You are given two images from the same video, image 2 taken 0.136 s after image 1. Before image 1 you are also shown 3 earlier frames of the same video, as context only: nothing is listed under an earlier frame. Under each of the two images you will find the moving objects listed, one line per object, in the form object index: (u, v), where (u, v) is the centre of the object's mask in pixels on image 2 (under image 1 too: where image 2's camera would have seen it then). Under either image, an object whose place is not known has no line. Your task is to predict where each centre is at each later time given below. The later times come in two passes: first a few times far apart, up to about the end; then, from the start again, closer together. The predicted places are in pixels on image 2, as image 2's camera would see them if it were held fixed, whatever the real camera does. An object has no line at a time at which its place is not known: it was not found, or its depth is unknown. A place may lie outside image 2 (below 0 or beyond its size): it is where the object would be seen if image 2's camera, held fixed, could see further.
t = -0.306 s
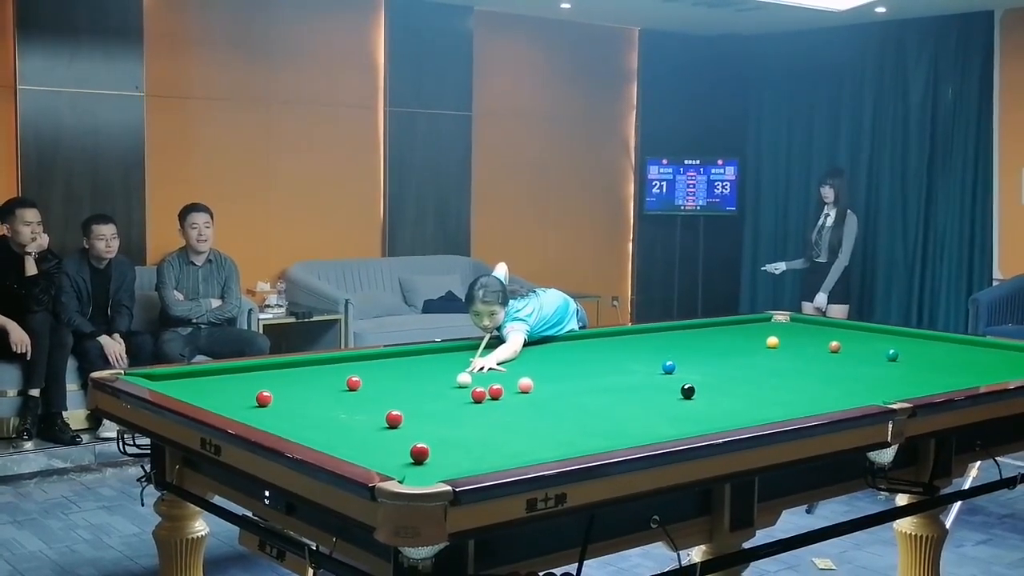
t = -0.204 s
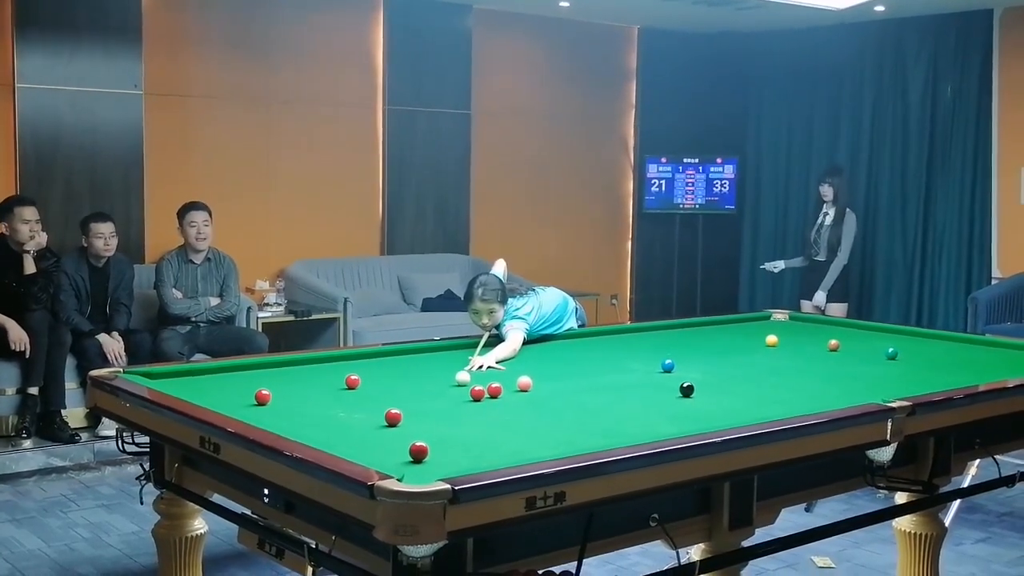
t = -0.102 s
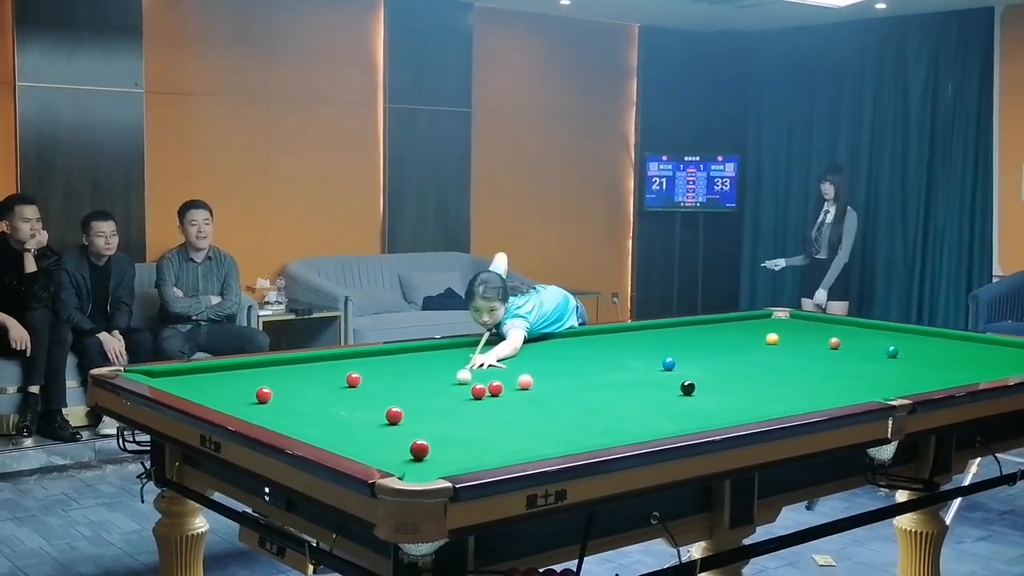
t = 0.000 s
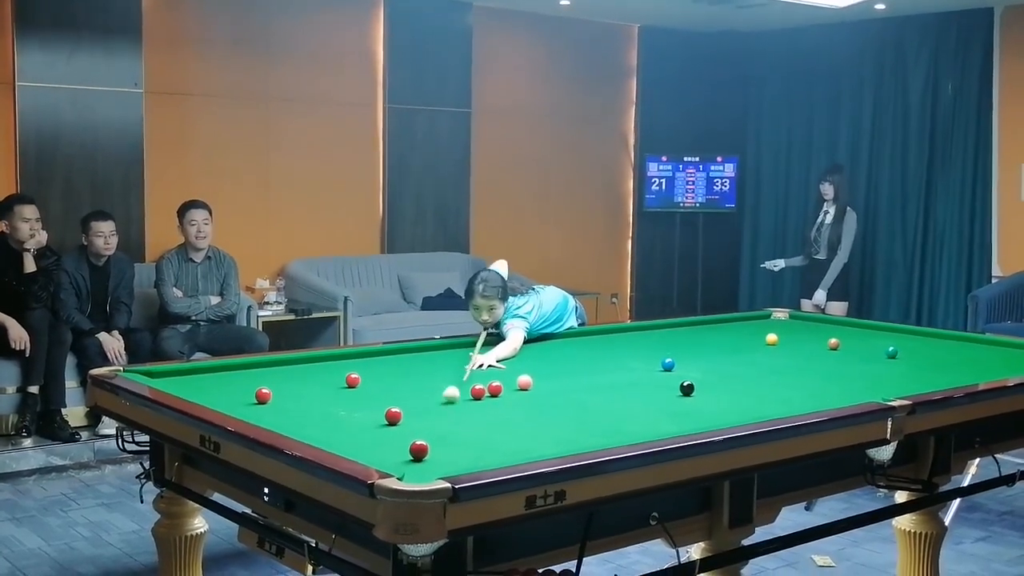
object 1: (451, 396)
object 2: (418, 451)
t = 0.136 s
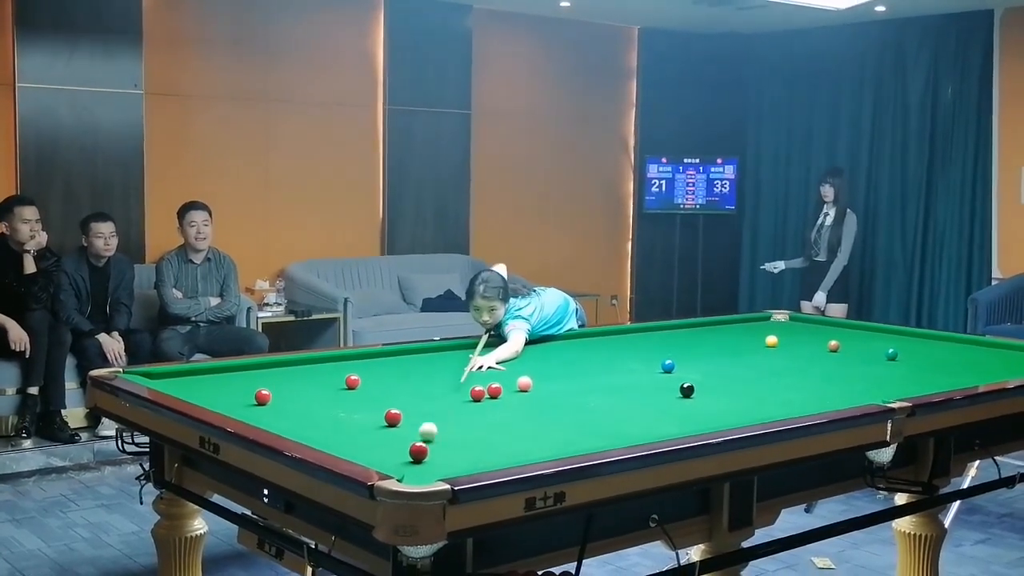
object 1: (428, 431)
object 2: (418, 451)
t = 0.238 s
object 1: (407, 448)
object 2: (417, 470)
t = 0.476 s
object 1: (382, 454)
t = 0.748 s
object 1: (459, 460)
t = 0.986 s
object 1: (496, 456)
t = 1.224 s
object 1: (503, 447)
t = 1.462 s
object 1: (509, 437)
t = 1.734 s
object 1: (515, 427)
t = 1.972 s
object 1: (521, 420)
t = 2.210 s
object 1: (525, 413)
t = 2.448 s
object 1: (530, 407)
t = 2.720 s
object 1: (535, 401)
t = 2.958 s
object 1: (539, 396)
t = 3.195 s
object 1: (542, 392)
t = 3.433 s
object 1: (545, 389)
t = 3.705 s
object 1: (547, 385)
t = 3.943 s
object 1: (549, 383)
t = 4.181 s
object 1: (550, 380)
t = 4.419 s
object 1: (552, 378)
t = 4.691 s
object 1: (554, 376)
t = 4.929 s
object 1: (554, 374)
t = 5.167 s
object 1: (555, 373)
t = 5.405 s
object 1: (556, 372)
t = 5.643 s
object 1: (556, 371)
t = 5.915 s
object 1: (557, 370)
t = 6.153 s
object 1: (557, 370)
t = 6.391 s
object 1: (557, 370)
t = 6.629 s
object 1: (558, 370)
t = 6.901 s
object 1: (558, 370)
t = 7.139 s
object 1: (558, 370)
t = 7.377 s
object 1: (558, 370)
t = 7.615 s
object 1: (558, 370)
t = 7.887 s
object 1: (557, 370)
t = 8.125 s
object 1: (557, 370)
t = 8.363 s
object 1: (557, 370)
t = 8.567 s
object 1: (557, 370)
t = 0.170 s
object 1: (421, 437)
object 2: (418, 451)
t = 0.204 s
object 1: (413, 445)
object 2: (418, 458)
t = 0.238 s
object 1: (407, 448)
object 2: (417, 470)
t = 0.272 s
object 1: (401, 449)
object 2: (417, 478)
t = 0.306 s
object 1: (394, 450)
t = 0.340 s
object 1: (387, 452)
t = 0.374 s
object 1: (380, 452)
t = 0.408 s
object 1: (374, 452)
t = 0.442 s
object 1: (371, 453)
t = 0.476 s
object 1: (382, 454)
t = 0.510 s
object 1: (393, 456)
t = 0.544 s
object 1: (403, 457)
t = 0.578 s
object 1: (413, 457)
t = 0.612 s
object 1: (422, 457)
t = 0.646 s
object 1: (431, 458)
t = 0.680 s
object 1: (440, 459)
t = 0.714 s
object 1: (450, 460)
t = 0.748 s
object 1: (459, 460)
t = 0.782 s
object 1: (468, 460)
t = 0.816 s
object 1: (477, 459)
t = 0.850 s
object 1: (486, 459)
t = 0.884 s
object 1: (494, 459)
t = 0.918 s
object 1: (494, 457)
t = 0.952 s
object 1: (495, 457)
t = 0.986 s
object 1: (496, 456)
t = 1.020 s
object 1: (497, 454)
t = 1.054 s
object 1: (498, 453)
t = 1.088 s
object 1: (499, 452)
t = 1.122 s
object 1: (500, 451)
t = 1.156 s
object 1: (501, 450)
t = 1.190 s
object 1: (502, 449)
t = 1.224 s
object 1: (503, 447)
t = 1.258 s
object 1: (504, 445)
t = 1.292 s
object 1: (505, 444)
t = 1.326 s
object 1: (506, 443)
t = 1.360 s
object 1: (506, 441)
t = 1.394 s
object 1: (507, 440)
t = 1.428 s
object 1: (508, 439)
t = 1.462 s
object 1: (509, 437)
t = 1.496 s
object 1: (510, 436)
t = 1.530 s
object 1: (511, 435)
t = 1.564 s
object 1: (511, 433)
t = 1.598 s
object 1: (512, 432)
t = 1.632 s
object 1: (513, 431)
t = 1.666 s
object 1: (513, 430)
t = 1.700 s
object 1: (514, 428)
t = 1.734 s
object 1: (515, 427)
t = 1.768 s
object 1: (516, 426)
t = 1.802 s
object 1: (517, 425)
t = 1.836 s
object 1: (518, 424)
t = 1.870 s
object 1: (518, 423)
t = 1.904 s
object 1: (519, 422)
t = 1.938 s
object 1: (520, 421)
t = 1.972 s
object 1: (521, 420)
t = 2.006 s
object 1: (521, 419)
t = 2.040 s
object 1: (522, 418)
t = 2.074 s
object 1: (523, 417)
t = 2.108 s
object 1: (523, 416)
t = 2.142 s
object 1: (524, 415)
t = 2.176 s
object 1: (525, 414)
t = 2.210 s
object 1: (525, 413)
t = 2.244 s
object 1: (526, 412)
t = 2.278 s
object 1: (527, 411)
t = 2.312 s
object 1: (527, 410)
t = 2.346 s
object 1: (528, 410)
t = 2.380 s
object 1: (529, 409)
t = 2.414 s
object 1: (529, 408)
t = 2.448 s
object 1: (530, 407)
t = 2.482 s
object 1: (531, 406)
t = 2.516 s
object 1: (531, 405)
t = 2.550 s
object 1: (532, 405)
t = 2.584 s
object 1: (533, 404)
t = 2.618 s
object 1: (534, 403)
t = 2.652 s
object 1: (534, 403)
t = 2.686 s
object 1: (534, 402)
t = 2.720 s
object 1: (535, 401)
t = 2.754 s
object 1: (536, 401)
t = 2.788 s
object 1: (536, 400)
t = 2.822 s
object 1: (537, 399)
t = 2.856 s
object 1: (537, 399)
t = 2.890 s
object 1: (538, 398)
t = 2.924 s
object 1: (539, 397)
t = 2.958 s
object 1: (539, 396)
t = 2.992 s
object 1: (540, 396)
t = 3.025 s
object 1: (540, 395)
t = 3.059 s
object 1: (541, 395)
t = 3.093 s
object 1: (541, 394)
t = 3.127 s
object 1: (542, 393)
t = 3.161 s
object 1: (542, 393)
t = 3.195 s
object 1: (542, 392)
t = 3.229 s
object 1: (543, 392)
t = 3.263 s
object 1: (543, 391)
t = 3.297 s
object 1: (544, 391)
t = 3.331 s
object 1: (544, 390)
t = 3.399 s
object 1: (544, 390)
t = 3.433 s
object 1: (545, 389)
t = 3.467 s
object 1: (545, 388)
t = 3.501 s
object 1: (546, 388)
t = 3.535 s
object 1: (546, 387)
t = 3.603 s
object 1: (546, 387)
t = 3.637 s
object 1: (547, 386)
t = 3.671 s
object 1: (547, 386)
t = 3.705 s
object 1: (547, 385)
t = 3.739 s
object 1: (547, 385)
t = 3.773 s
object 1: (548, 385)
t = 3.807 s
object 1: (548, 384)
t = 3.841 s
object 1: (548, 384)
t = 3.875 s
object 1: (548, 383)
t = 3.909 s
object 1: (549, 383)
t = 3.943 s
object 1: (549, 383)
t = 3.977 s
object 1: (549, 382)
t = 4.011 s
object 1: (549, 382)
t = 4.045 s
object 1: (550, 381)
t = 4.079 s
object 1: (550, 381)
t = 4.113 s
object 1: (550, 381)
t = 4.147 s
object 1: (550, 380)
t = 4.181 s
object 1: (550, 380)
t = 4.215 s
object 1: (550, 380)
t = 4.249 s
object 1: (551, 379)
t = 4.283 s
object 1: (551, 379)
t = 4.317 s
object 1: (551, 379)
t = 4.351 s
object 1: (551, 378)
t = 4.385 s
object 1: (552, 378)
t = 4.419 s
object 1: (552, 378)
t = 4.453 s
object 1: (552, 378)
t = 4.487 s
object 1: (552, 377)
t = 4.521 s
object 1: (552, 377)
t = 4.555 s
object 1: (553, 377)
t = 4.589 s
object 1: (553, 376)
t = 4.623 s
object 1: (553, 376)
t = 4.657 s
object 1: (553, 376)
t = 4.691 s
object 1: (554, 376)
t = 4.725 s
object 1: (554, 375)
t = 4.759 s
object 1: (554, 375)
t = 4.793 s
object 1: (554, 375)
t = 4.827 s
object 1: (554, 375)
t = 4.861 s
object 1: (554, 374)
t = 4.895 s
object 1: (554, 374)
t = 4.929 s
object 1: (554, 374)
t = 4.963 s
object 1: (555, 374)
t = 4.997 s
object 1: (555, 374)
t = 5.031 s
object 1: (555, 373)
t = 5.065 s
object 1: (555, 373)
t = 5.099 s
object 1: (555, 373)
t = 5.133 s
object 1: (555, 373)
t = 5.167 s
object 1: (555, 373)
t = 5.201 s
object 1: (556, 372)
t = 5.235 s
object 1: (556, 372)
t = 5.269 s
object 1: (556, 372)
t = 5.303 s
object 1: (556, 372)
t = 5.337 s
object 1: (556, 372)
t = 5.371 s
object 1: (556, 372)
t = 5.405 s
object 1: (556, 372)
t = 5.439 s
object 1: (556, 372)
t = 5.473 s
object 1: (556, 372)
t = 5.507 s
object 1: (556, 372)
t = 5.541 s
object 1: (556, 371)
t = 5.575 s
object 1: (556, 371)
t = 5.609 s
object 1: (556, 371)
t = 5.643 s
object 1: (556, 371)
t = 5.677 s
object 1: (557, 371)
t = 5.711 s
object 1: (557, 371)
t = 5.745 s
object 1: (557, 371)
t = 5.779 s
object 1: (557, 371)
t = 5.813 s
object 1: (557, 371)
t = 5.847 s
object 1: (557, 370)
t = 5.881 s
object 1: (557, 370)
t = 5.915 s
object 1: (557, 370)
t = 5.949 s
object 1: (557, 370)
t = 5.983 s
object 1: (557, 370)
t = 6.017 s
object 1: (557, 370)
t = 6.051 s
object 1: (557, 370)
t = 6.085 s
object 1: (557, 370)
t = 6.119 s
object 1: (557, 370)
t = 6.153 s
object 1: (557, 370)
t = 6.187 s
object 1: (557, 370)
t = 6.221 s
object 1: (557, 370)
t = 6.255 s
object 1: (557, 370)
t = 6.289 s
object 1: (557, 370)
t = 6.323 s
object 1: (557, 370)
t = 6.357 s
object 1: (557, 370)
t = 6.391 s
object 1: (557, 370)
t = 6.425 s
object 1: (558, 370)
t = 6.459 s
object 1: (557, 370)
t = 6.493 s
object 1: (558, 370)
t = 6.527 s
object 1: (558, 370)
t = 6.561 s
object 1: (558, 370)
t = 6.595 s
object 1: (558, 370)
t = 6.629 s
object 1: (558, 370)
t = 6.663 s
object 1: (558, 370)
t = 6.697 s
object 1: (558, 370)
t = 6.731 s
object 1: (558, 370)
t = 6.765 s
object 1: (558, 370)
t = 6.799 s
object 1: (558, 370)
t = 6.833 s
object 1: (558, 370)
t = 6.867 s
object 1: (558, 370)
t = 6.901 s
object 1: (558, 370)
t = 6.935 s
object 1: (558, 370)
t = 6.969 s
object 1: (558, 370)
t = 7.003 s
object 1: (558, 370)
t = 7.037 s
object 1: (558, 370)
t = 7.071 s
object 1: (558, 370)
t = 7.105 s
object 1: (558, 370)
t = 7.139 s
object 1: (558, 370)
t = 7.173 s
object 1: (558, 370)
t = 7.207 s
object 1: (558, 370)
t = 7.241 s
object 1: (558, 370)
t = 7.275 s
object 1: (558, 370)
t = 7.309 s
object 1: (558, 370)
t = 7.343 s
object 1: (558, 370)
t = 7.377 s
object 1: (558, 370)
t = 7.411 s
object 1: (558, 370)
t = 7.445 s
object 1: (557, 370)
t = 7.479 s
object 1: (558, 370)
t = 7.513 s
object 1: (558, 370)
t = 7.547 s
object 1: (558, 370)
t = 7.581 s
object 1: (558, 370)
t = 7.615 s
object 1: (558, 370)
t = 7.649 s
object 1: (558, 370)
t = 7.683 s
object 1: (558, 370)
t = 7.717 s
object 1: (557, 370)
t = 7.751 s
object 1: (558, 370)
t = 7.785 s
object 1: (557, 370)
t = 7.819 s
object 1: (557, 370)
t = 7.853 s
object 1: (557, 370)
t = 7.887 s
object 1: (557, 370)
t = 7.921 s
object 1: (557, 370)
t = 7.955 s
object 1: (557, 370)
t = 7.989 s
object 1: (557, 370)
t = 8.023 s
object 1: (557, 370)
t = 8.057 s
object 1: (557, 370)
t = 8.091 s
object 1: (557, 370)
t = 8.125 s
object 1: (557, 370)
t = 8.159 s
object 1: (558, 370)
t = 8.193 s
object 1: (557, 370)
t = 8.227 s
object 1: (557, 370)
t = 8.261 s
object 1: (557, 370)
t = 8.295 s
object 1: (557, 370)
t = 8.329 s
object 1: (558, 370)
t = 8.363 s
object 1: (557, 370)
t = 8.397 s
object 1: (557, 370)
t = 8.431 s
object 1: (557, 370)
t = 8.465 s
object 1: (557, 370)
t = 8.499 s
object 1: (557, 370)
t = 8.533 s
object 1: (557, 370)
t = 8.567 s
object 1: (557, 370)
